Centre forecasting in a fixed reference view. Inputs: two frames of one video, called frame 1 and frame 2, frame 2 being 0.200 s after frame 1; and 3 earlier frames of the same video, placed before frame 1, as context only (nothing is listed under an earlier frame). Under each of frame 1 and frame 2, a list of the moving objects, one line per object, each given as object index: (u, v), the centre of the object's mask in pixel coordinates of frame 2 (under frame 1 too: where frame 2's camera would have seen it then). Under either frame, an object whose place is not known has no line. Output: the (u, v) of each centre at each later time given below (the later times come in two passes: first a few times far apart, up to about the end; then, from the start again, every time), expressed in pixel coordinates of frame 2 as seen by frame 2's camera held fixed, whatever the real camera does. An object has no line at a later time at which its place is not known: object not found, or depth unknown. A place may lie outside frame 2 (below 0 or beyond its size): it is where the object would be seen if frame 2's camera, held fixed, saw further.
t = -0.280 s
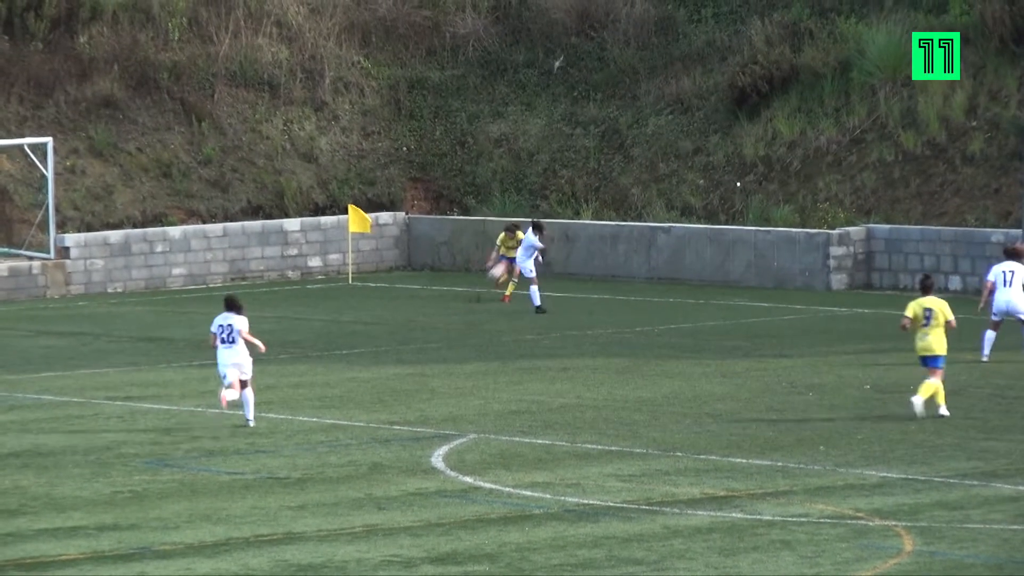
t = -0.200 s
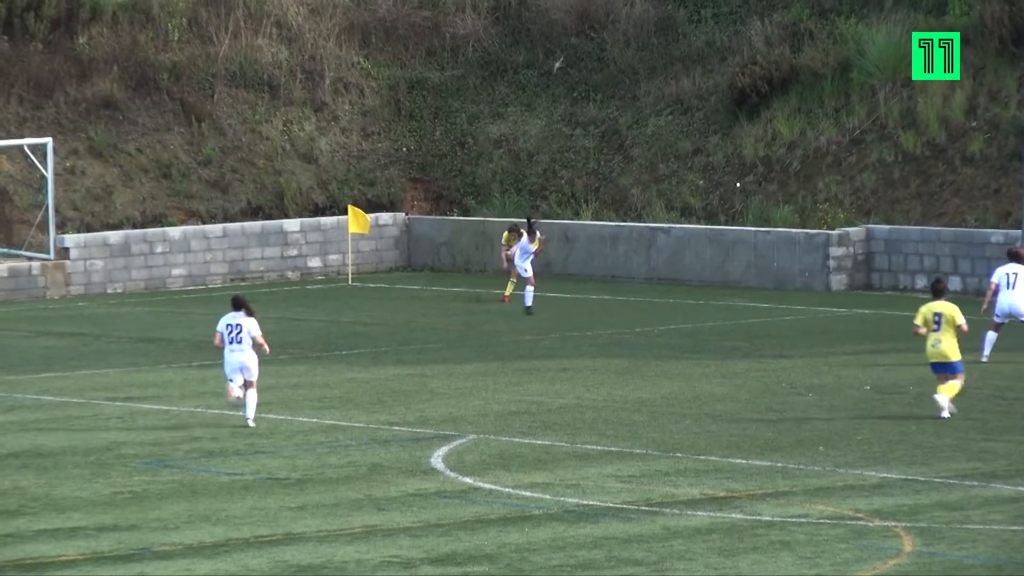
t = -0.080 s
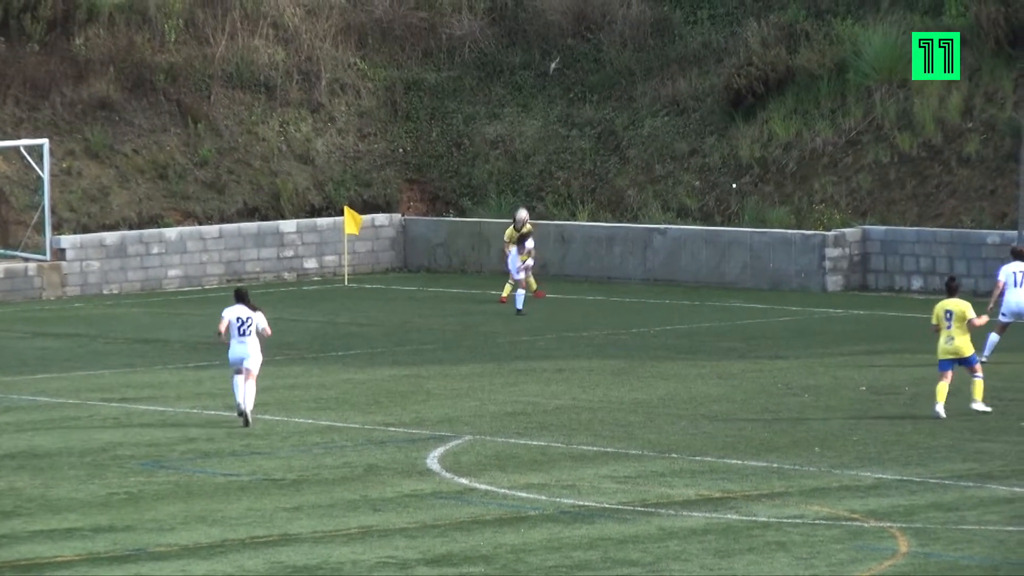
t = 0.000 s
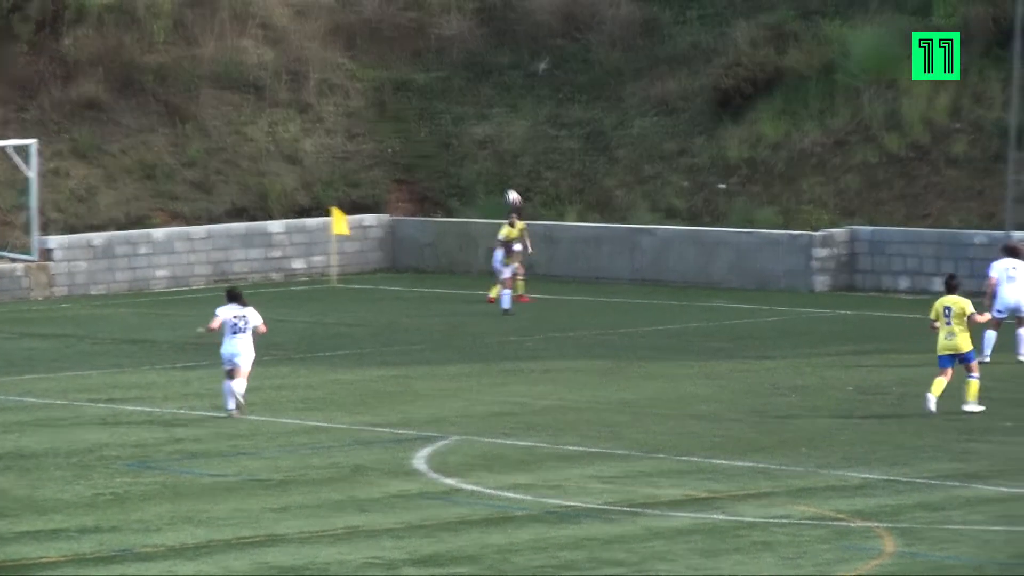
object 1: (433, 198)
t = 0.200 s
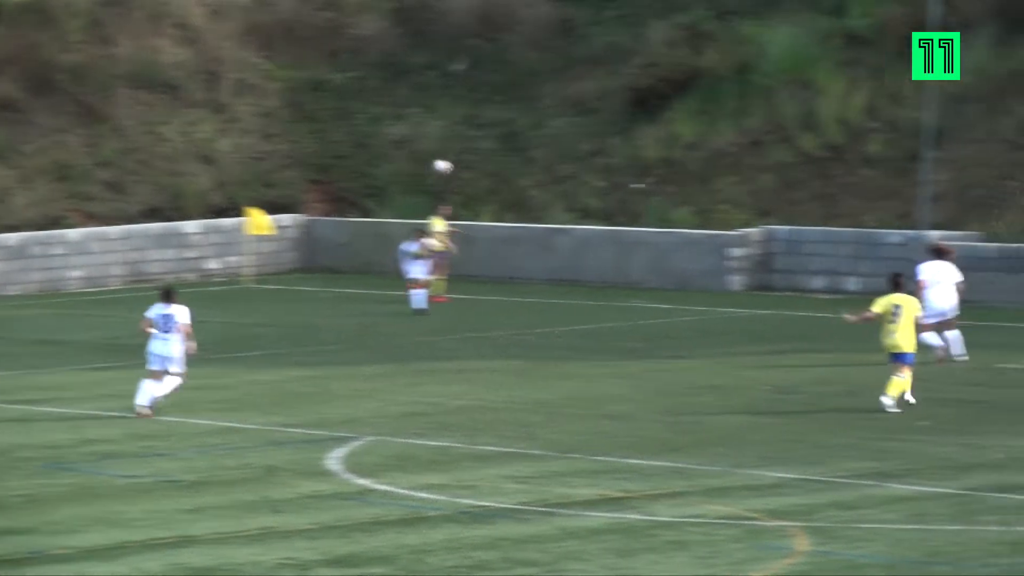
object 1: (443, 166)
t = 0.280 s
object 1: (449, 162)
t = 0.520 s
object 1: (485, 172)
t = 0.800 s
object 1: (551, 236)
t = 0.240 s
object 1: (446, 164)
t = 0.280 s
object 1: (449, 162)
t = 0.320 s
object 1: (453, 161)
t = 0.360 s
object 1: (459, 161)
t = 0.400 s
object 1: (464, 162)
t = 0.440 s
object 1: (471, 164)
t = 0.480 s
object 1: (477, 168)
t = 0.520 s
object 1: (485, 172)
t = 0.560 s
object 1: (492, 178)
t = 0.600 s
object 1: (501, 185)
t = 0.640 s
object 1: (510, 192)
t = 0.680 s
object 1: (519, 201)
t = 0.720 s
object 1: (529, 212)
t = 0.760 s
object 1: (539, 221)
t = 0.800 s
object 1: (551, 236)
